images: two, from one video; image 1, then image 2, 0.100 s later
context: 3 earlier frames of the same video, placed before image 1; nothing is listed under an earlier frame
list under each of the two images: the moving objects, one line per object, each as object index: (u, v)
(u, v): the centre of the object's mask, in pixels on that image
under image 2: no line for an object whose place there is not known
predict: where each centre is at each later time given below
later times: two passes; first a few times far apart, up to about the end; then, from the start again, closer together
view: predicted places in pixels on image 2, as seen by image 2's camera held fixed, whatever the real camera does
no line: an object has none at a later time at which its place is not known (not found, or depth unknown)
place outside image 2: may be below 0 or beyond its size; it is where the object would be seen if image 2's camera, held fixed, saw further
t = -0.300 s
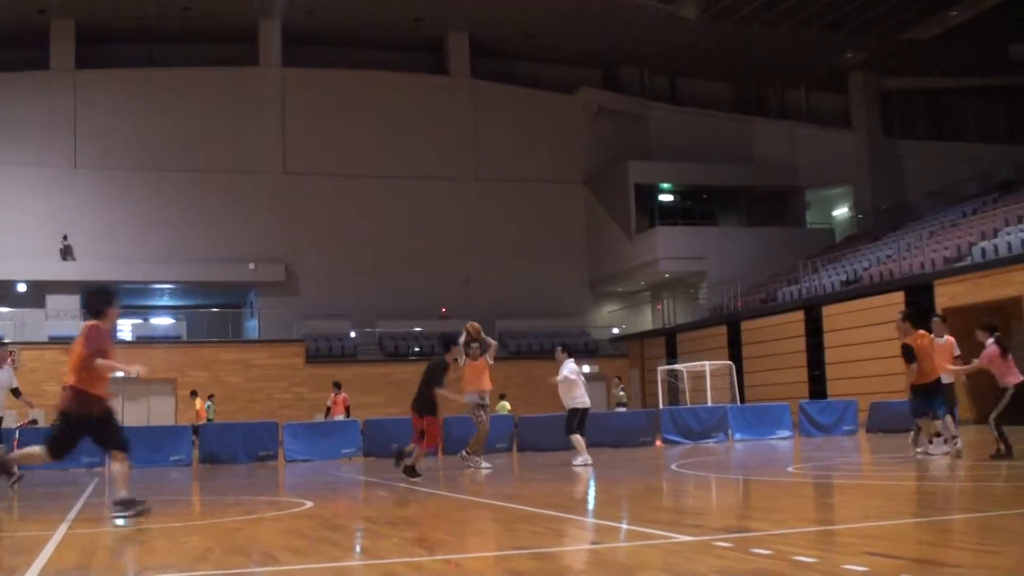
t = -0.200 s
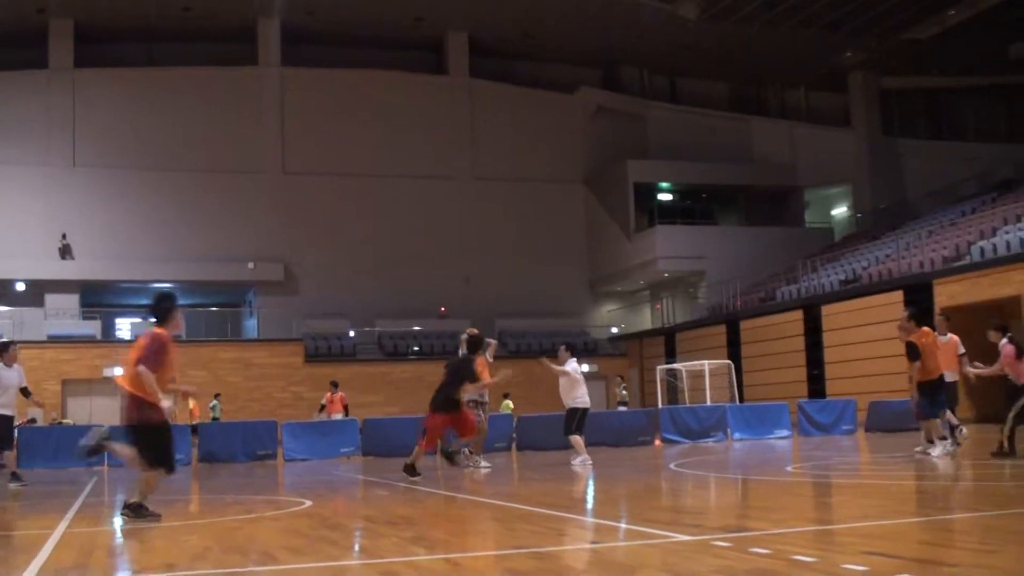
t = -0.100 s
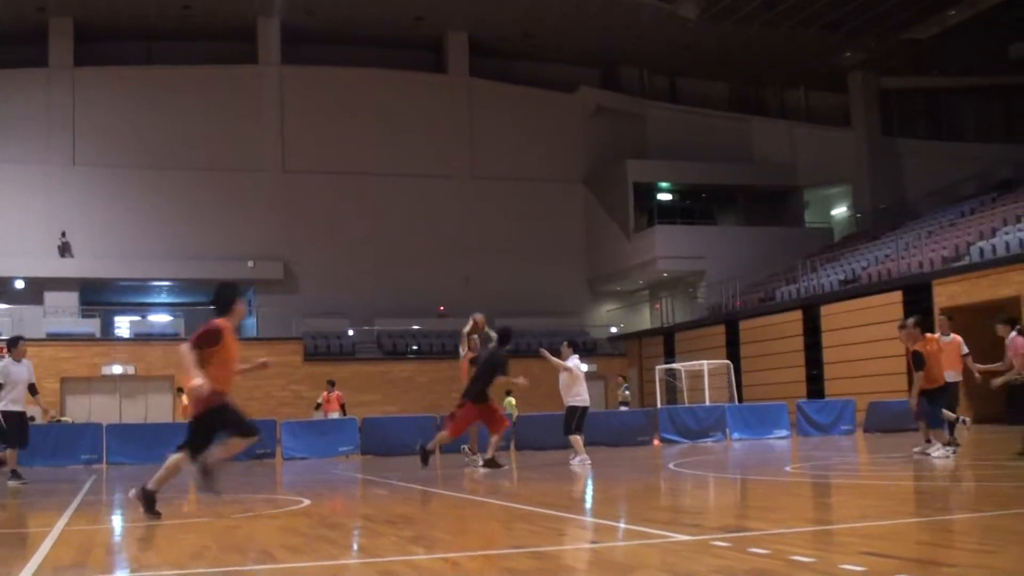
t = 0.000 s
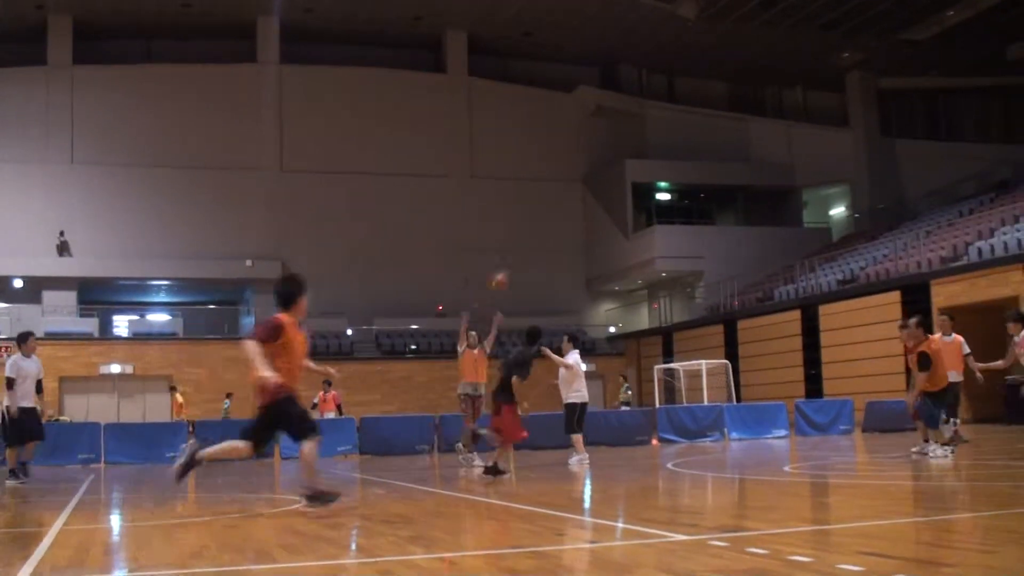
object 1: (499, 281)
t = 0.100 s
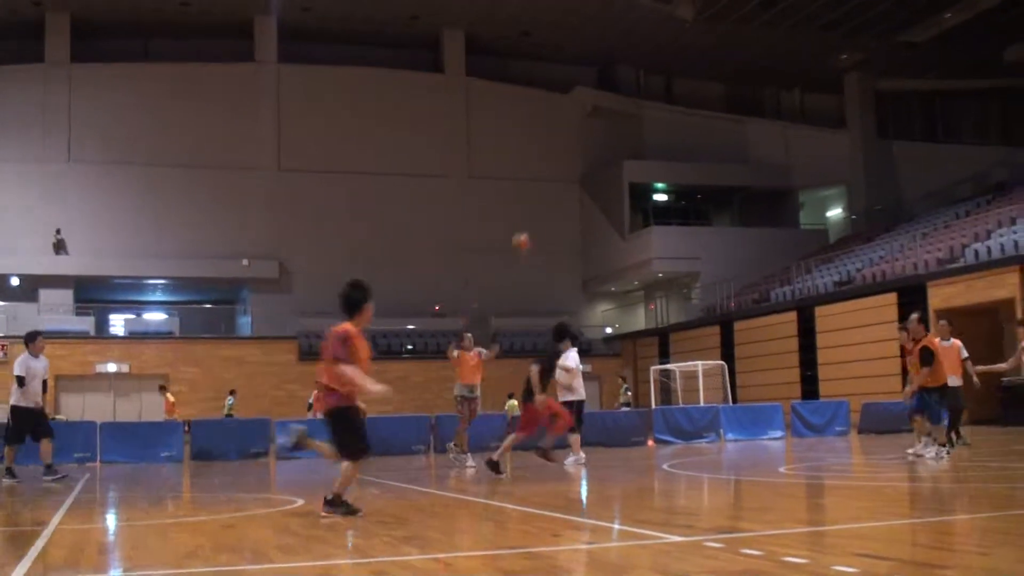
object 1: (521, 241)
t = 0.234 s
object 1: (562, 198)
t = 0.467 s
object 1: (651, 140)
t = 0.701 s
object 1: (775, 122)
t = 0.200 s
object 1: (550, 208)
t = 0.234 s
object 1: (562, 198)
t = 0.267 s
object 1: (573, 187)
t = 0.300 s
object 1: (584, 179)
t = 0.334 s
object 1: (596, 170)
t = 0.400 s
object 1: (622, 154)
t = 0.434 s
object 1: (637, 147)
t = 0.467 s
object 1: (651, 140)
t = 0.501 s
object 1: (666, 134)
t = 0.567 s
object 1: (698, 126)
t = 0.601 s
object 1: (716, 123)
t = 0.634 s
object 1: (735, 121)
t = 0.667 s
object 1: (754, 121)
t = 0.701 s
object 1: (775, 122)
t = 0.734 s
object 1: (797, 123)
